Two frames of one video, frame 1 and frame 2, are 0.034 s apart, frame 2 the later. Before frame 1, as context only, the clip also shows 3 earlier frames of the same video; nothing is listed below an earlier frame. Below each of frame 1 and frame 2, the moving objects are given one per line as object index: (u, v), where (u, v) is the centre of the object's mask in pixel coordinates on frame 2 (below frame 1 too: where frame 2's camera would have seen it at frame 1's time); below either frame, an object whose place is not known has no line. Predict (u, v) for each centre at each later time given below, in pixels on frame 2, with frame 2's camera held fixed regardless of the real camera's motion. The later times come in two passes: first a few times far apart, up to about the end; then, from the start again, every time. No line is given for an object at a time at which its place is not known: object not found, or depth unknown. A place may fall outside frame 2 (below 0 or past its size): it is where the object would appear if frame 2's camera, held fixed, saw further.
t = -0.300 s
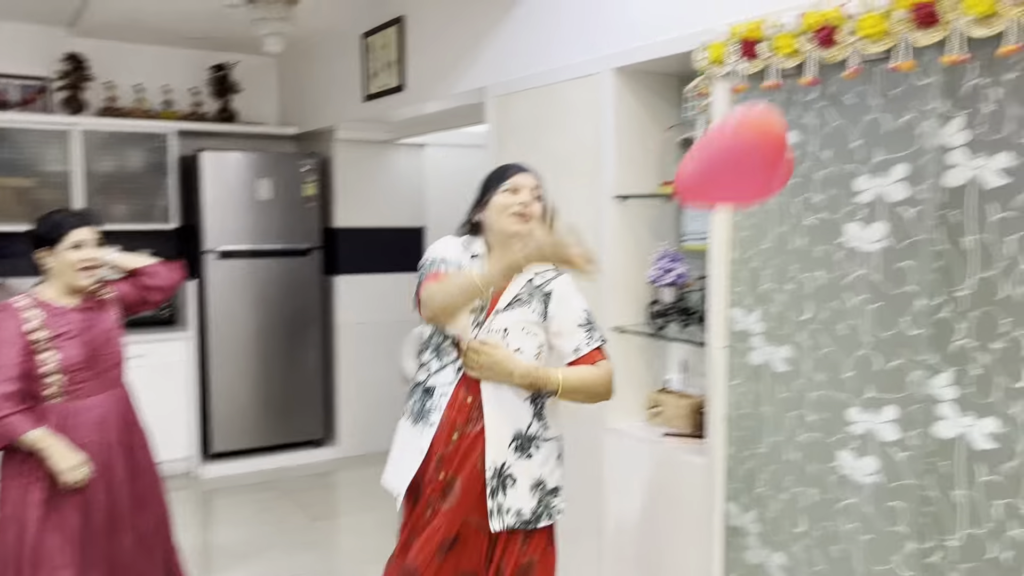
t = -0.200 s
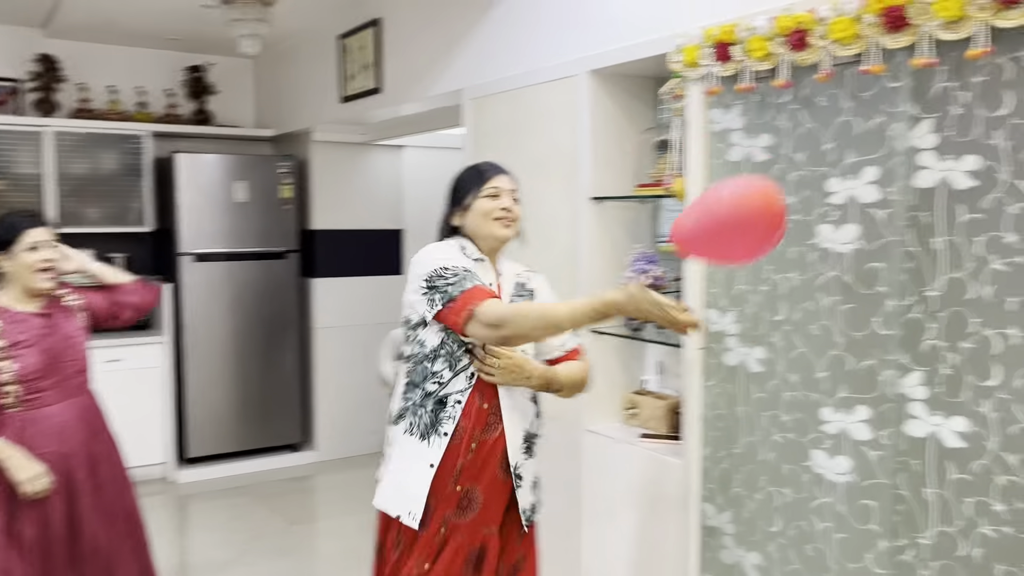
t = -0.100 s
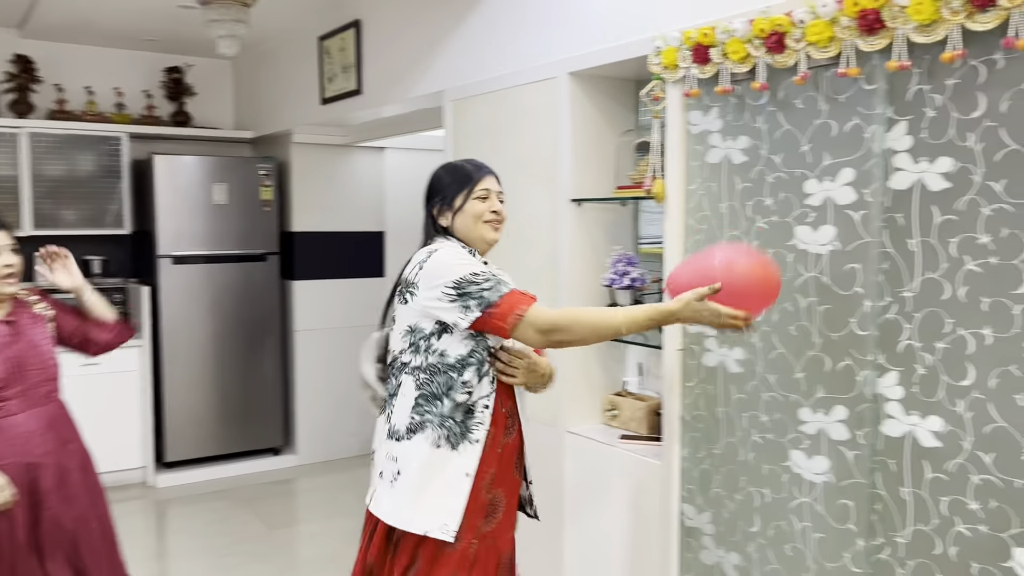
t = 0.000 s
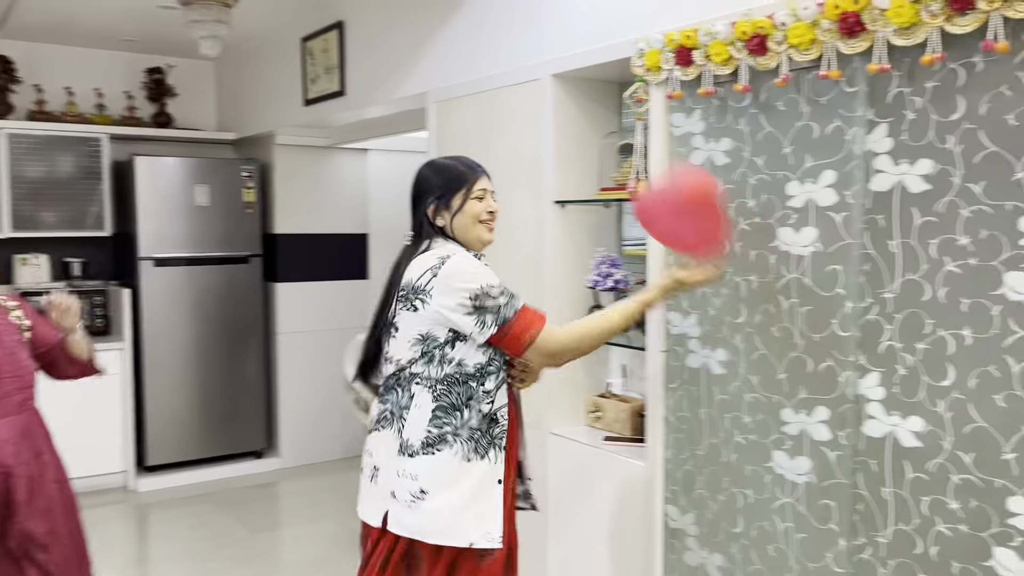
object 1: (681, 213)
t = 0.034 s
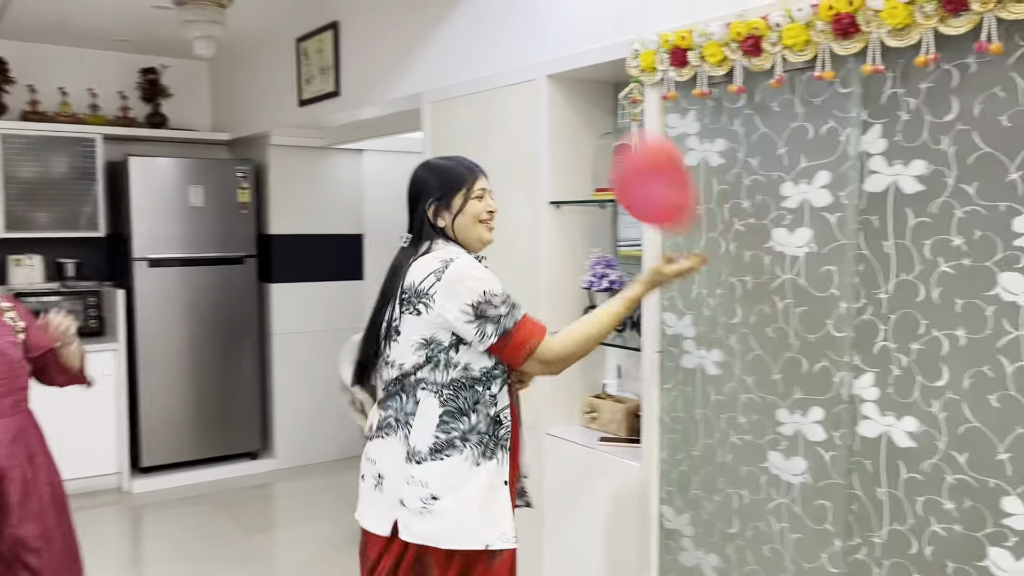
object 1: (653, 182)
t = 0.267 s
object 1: (517, 71)
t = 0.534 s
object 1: (440, 80)
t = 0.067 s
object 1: (625, 152)
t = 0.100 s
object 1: (602, 127)
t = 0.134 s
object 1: (584, 111)
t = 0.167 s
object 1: (566, 98)
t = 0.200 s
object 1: (549, 87)
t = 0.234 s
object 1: (531, 78)
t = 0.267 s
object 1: (517, 71)
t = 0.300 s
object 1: (504, 66)
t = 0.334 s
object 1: (492, 64)
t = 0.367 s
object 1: (481, 64)
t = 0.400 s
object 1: (472, 66)
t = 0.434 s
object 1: (463, 69)
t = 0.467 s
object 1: (455, 72)
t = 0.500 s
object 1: (448, 76)
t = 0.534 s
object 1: (440, 80)
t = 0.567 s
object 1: (433, 86)
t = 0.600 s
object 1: (427, 90)
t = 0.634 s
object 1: (422, 96)
